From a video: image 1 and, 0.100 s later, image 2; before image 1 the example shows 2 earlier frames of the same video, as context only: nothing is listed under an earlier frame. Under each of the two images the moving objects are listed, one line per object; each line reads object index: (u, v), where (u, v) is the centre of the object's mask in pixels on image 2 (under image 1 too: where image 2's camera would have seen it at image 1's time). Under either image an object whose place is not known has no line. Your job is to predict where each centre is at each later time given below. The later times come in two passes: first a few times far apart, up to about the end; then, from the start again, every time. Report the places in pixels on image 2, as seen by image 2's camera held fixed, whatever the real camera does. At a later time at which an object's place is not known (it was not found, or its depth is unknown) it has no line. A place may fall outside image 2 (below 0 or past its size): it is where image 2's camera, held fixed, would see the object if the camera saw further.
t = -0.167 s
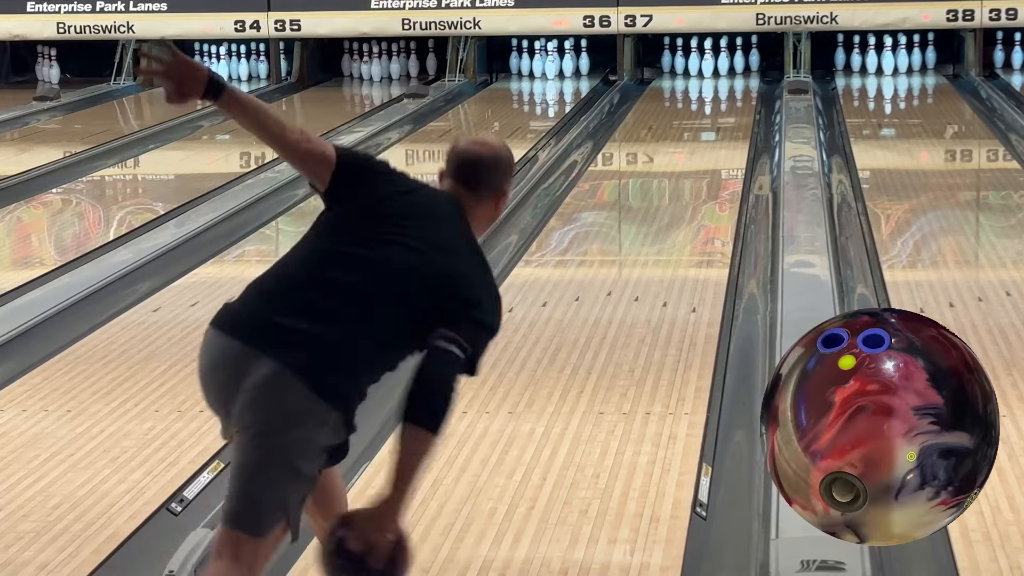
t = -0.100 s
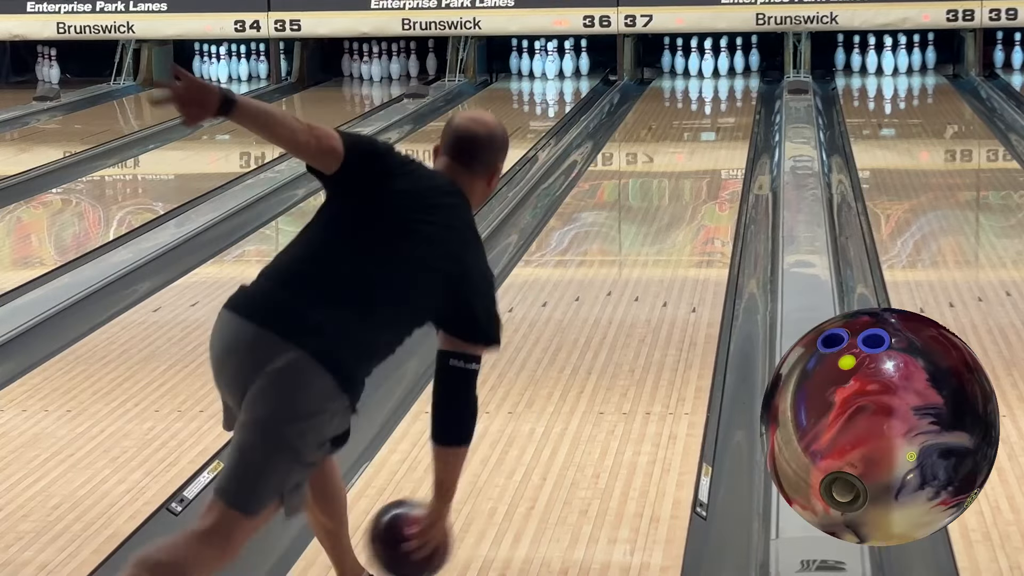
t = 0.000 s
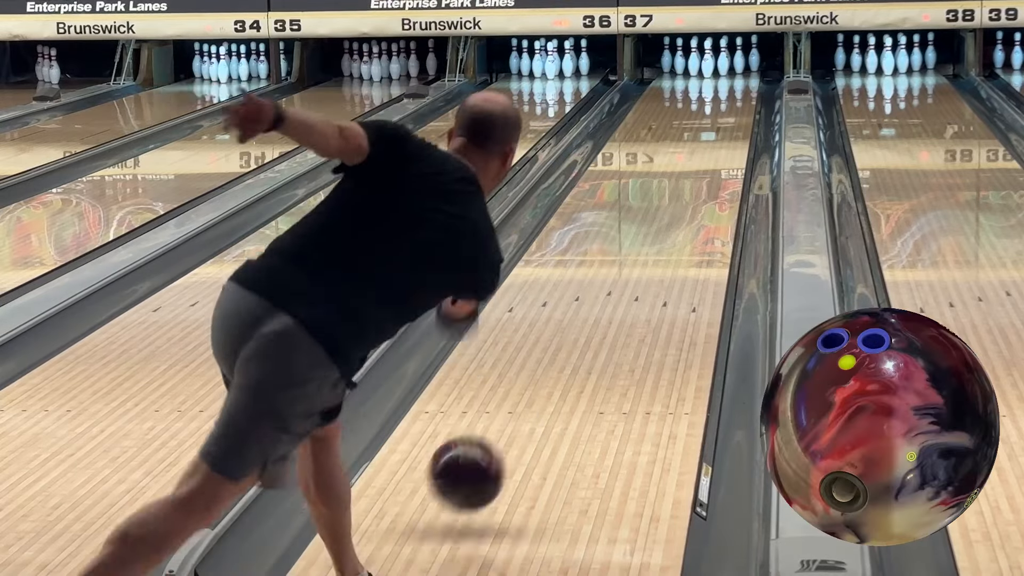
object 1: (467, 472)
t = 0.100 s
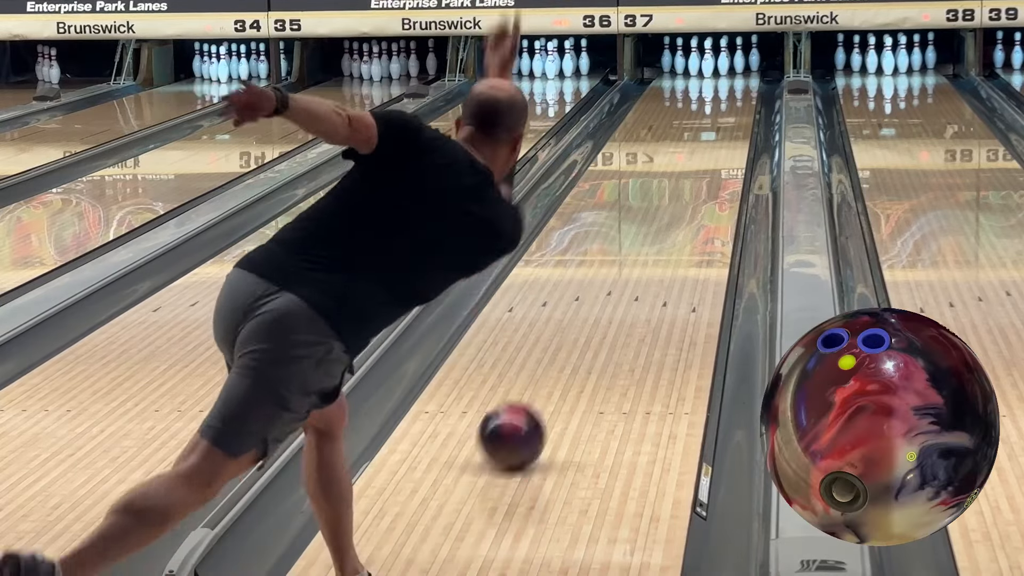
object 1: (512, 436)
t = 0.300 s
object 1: (577, 345)
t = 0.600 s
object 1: (641, 255)
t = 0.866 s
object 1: (678, 202)
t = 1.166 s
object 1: (706, 157)
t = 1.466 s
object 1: (724, 126)
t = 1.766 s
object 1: (732, 101)
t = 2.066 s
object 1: (728, 83)
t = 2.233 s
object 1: (721, 74)
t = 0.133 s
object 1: (525, 418)
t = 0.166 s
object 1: (536, 402)
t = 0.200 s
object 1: (548, 386)
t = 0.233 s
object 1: (559, 372)
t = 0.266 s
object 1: (568, 358)
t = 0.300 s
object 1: (577, 345)
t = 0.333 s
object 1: (586, 333)
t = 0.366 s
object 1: (595, 322)
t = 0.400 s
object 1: (602, 311)
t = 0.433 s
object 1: (610, 300)
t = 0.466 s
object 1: (617, 290)
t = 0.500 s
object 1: (623, 281)
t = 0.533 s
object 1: (629, 272)
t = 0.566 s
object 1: (636, 264)
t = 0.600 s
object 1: (641, 255)
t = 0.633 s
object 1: (646, 248)
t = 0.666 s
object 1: (651, 241)
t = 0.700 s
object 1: (657, 233)
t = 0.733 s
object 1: (662, 226)
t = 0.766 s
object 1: (666, 220)
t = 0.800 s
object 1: (669, 214)
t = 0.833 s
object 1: (674, 208)
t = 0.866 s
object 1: (678, 202)
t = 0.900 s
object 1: (682, 197)
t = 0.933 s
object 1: (685, 191)
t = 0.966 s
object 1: (688, 186)
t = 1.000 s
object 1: (692, 181)
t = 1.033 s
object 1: (695, 176)
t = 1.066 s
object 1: (698, 171)
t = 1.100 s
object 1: (701, 166)
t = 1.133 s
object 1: (703, 162)
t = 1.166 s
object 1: (706, 157)
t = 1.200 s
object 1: (709, 154)
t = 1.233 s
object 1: (711, 150)
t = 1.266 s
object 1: (713, 146)
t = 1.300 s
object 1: (715, 142)
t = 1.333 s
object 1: (717, 139)
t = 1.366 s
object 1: (720, 136)
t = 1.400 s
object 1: (721, 132)
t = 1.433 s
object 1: (722, 129)
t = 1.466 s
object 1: (724, 126)
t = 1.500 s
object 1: (725, 123)
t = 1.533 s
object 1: (727, 120)
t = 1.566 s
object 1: (728, 117)
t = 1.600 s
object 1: (728, 115)
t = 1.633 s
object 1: (730, 111)
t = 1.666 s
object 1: (731, 109)
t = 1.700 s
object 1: (732, 106)
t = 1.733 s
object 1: (733, 103)
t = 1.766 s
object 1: (732, 101)
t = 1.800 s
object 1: (732, 99)
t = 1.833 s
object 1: (732, 97)
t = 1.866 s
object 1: (732, 95)
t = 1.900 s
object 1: (732, 92)
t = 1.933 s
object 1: (731, 90)
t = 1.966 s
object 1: (730, 88)
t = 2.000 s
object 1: (730, 86)
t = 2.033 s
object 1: (729, 85)
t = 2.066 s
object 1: (728, 83)
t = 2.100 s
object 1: (727, 81)
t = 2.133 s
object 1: (725, 79)
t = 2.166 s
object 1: (724, 78)
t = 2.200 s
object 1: (723, 76)
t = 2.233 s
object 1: (721, 74)
